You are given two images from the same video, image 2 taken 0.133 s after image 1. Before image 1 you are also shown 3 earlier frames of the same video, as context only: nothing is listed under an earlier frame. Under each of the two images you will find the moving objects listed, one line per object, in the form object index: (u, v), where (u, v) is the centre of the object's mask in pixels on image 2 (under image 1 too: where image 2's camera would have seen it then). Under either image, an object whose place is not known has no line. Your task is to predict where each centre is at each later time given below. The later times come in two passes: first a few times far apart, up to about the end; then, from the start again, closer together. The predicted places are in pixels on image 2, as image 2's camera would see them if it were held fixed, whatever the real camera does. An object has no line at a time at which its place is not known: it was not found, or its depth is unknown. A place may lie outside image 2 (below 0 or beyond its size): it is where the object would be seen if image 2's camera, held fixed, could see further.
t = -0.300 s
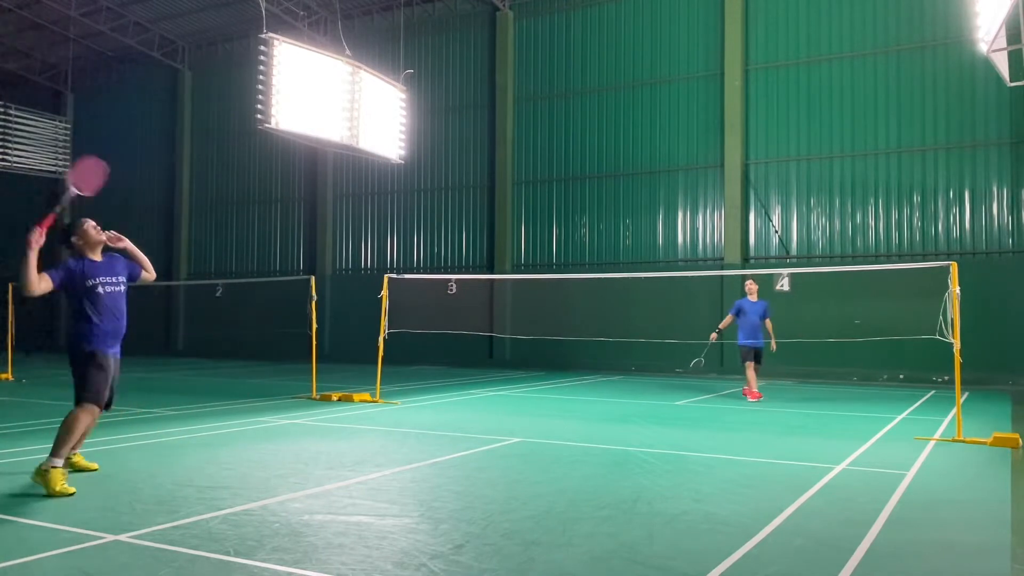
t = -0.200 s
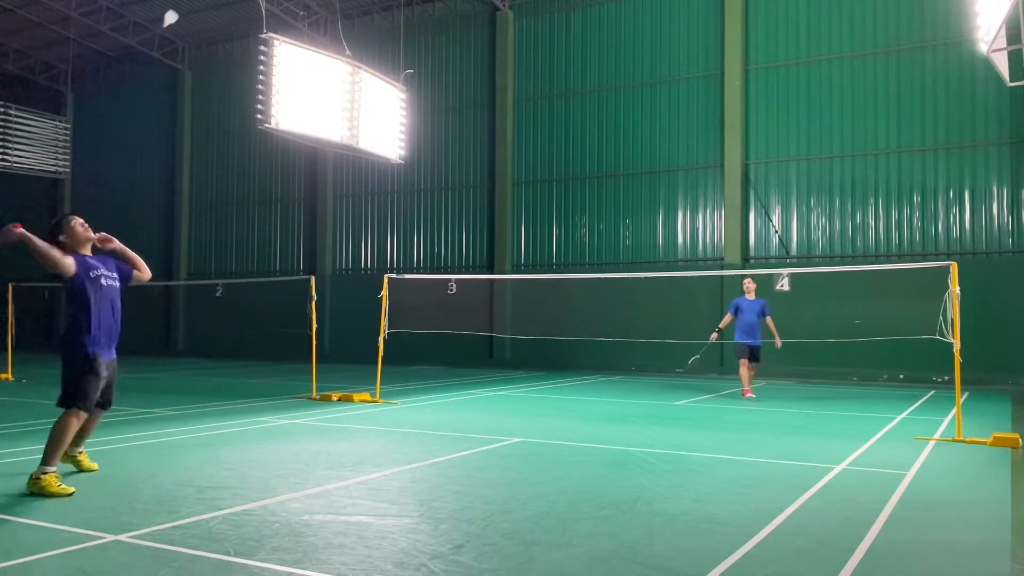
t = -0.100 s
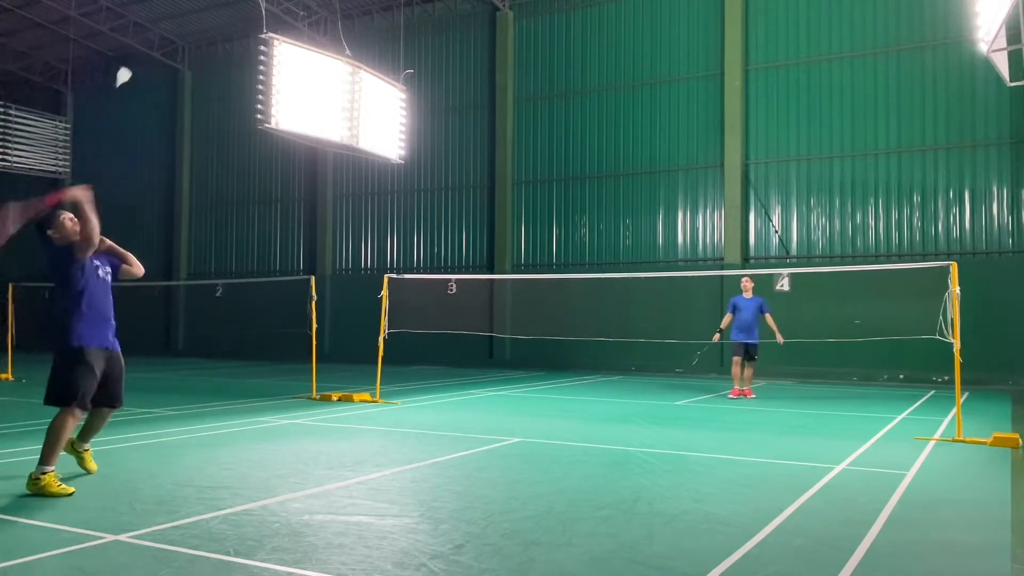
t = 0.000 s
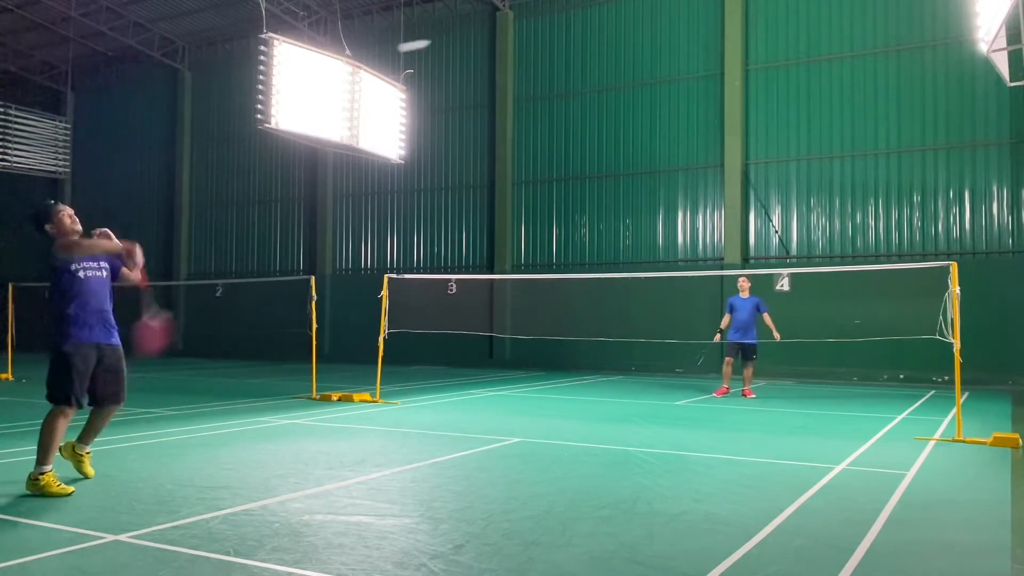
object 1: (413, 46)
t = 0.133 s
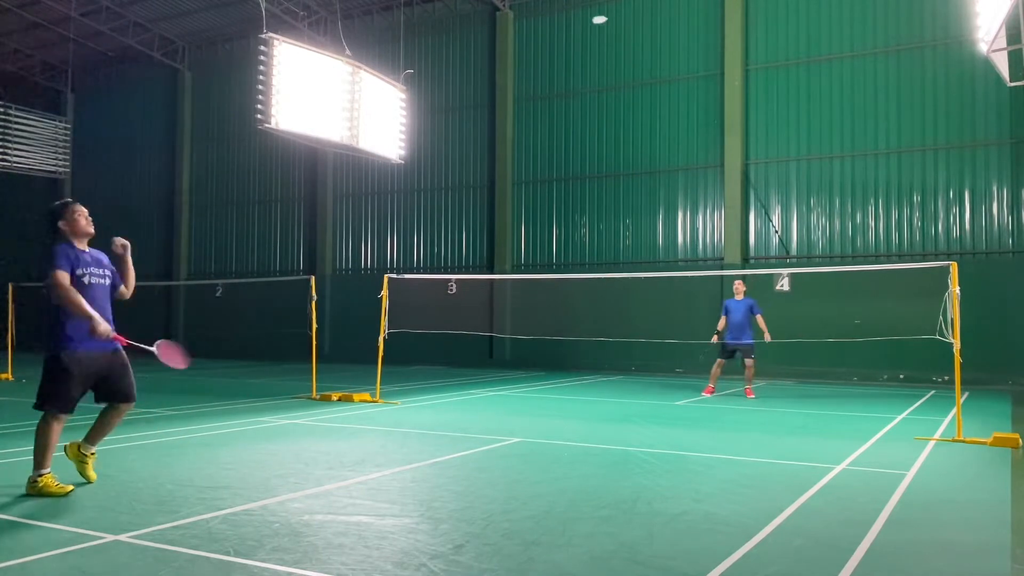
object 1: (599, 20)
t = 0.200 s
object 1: (644, 18)
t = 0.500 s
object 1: (748, 48)
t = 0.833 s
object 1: (806, 122)
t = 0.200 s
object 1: (644, 18)
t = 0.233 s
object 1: (661, 19)
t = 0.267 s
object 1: (676, 21)
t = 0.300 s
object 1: (690, 23)
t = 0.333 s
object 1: (702, 26)
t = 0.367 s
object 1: (713, 29)
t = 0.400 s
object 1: (722, 33)
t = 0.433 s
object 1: (732, 38)
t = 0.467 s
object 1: (740, 43)
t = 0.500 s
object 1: (748, 48)
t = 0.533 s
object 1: (755, 54)
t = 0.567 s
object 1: (762, 60)
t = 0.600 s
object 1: (769, 66)
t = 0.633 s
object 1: (775, 73)
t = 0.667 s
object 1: (781, 80)
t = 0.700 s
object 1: (786, 88)
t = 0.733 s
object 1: (792, 96)
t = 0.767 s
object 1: (797, 104)
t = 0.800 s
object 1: (802, 113)
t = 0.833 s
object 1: (806, 122)
